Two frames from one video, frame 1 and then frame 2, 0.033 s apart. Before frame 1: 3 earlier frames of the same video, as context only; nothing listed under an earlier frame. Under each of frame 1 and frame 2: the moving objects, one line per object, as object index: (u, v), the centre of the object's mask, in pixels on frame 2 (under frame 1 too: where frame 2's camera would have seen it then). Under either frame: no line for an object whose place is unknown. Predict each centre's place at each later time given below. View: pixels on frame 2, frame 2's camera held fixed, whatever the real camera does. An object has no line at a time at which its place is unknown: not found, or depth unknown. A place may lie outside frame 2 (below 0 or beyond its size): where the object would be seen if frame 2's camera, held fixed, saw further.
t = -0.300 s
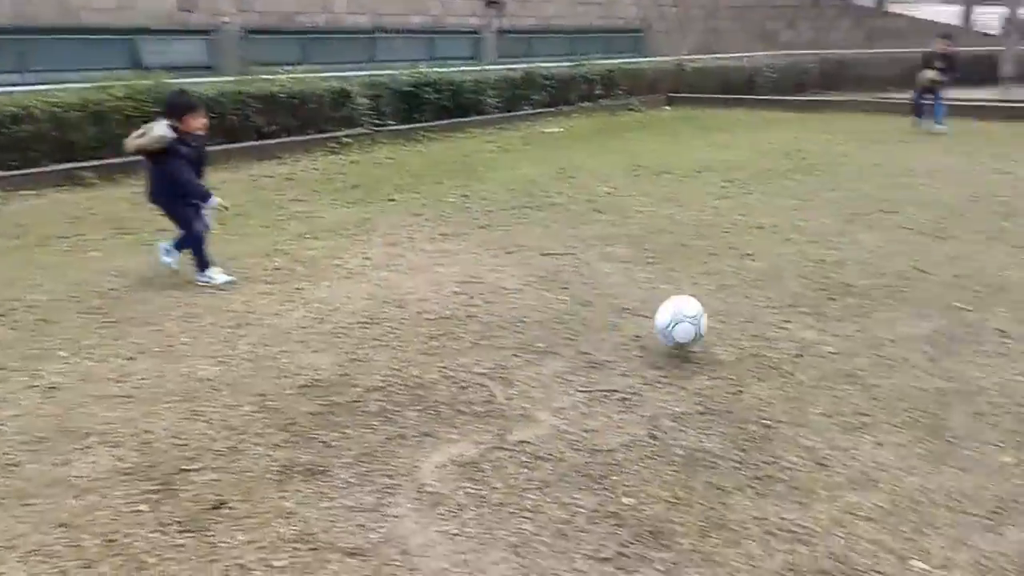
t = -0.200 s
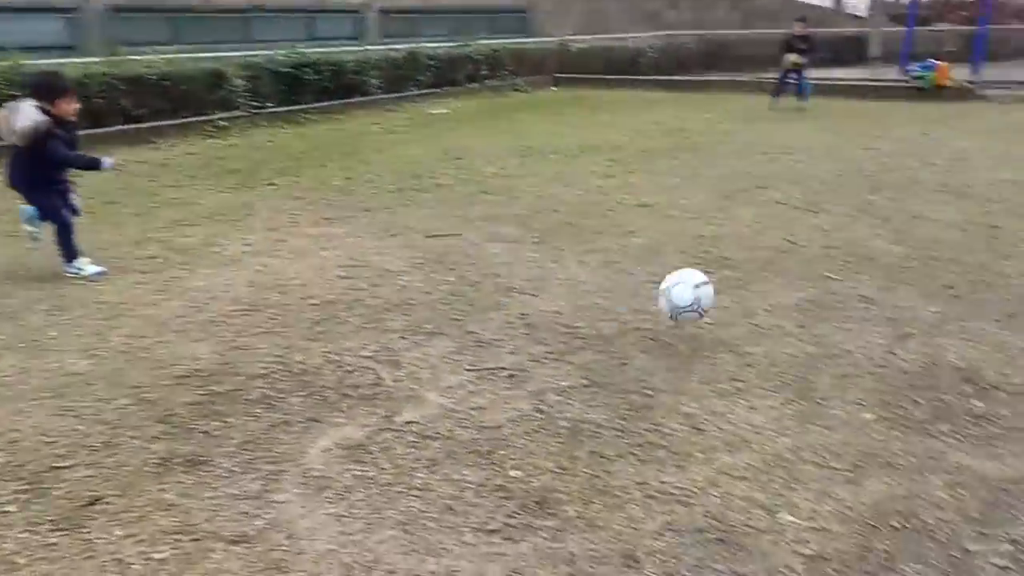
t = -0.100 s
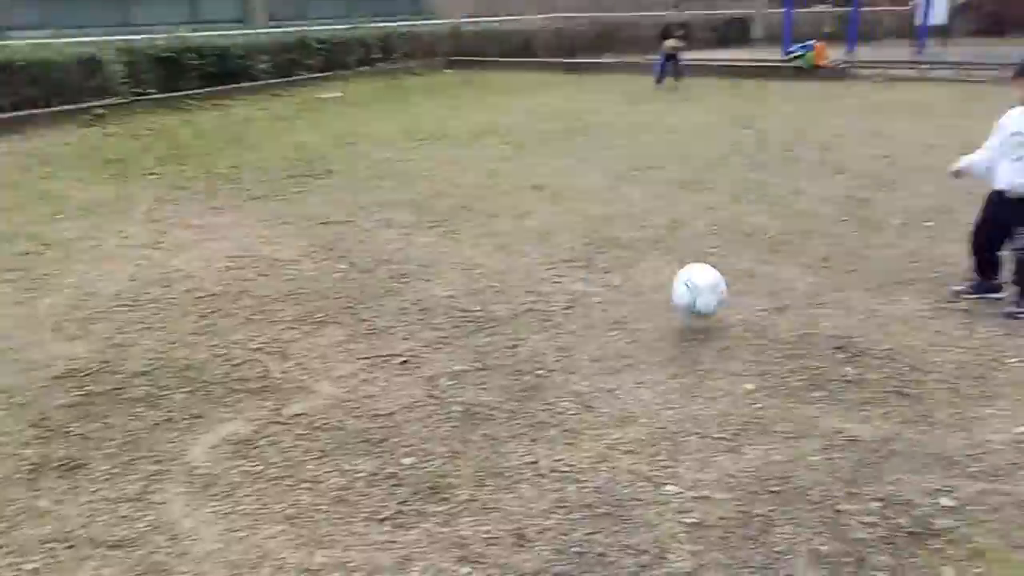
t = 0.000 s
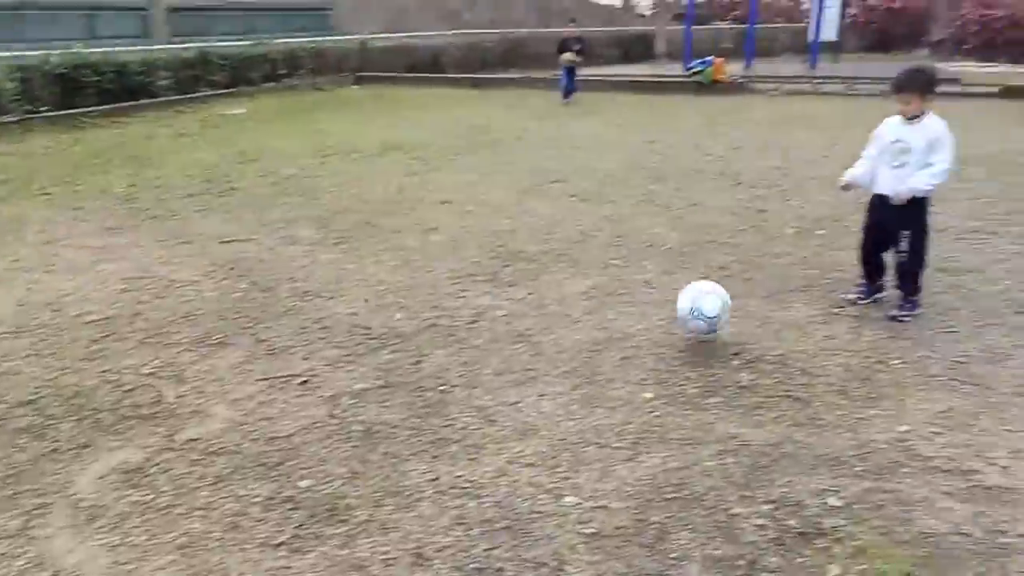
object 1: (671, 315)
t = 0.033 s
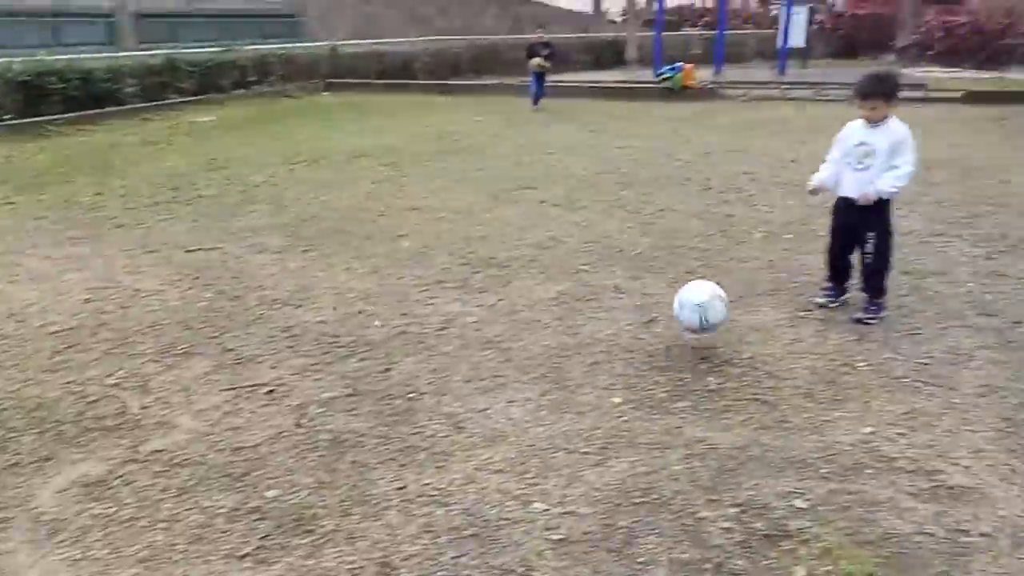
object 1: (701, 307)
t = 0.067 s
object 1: (730, 303)
